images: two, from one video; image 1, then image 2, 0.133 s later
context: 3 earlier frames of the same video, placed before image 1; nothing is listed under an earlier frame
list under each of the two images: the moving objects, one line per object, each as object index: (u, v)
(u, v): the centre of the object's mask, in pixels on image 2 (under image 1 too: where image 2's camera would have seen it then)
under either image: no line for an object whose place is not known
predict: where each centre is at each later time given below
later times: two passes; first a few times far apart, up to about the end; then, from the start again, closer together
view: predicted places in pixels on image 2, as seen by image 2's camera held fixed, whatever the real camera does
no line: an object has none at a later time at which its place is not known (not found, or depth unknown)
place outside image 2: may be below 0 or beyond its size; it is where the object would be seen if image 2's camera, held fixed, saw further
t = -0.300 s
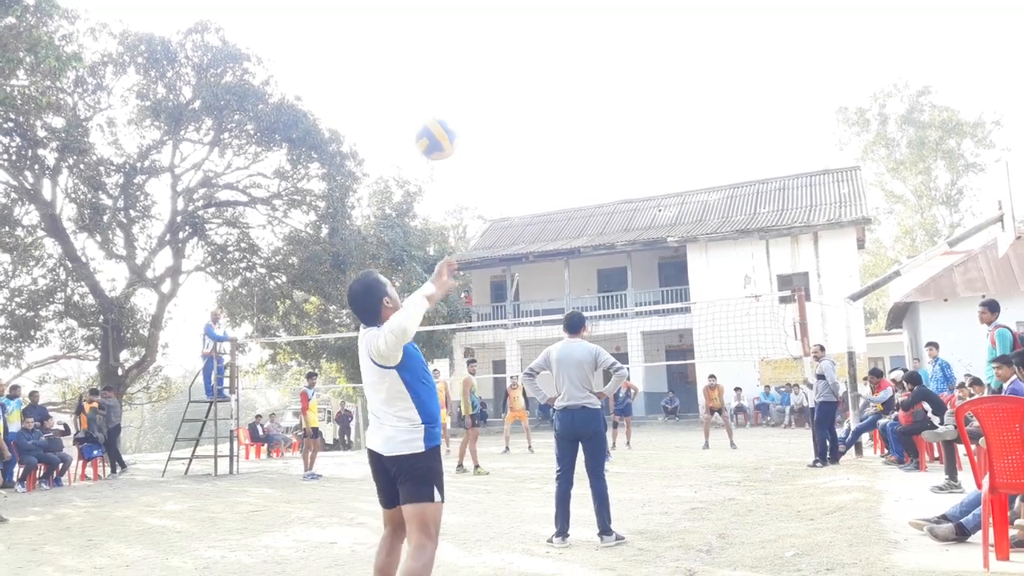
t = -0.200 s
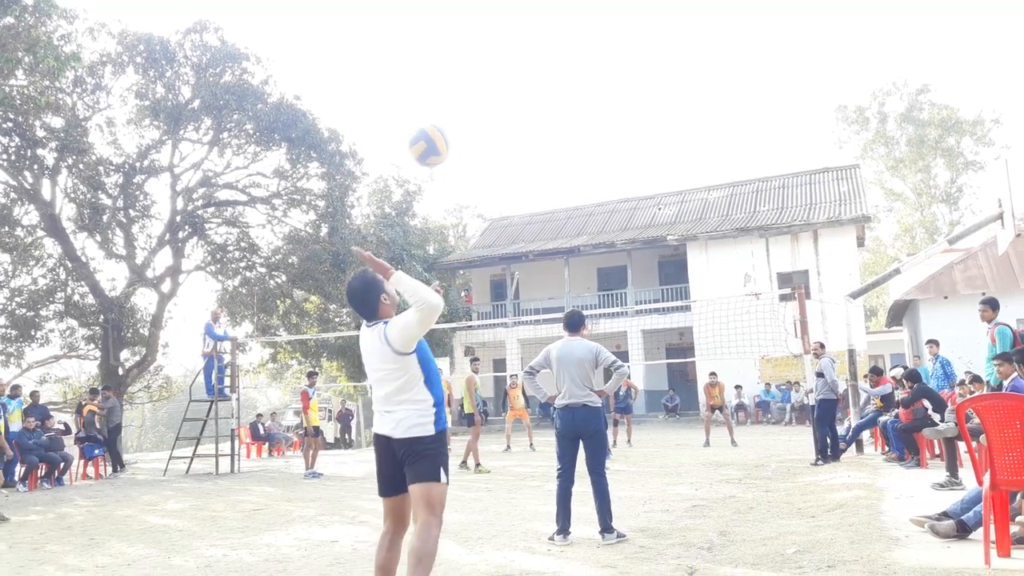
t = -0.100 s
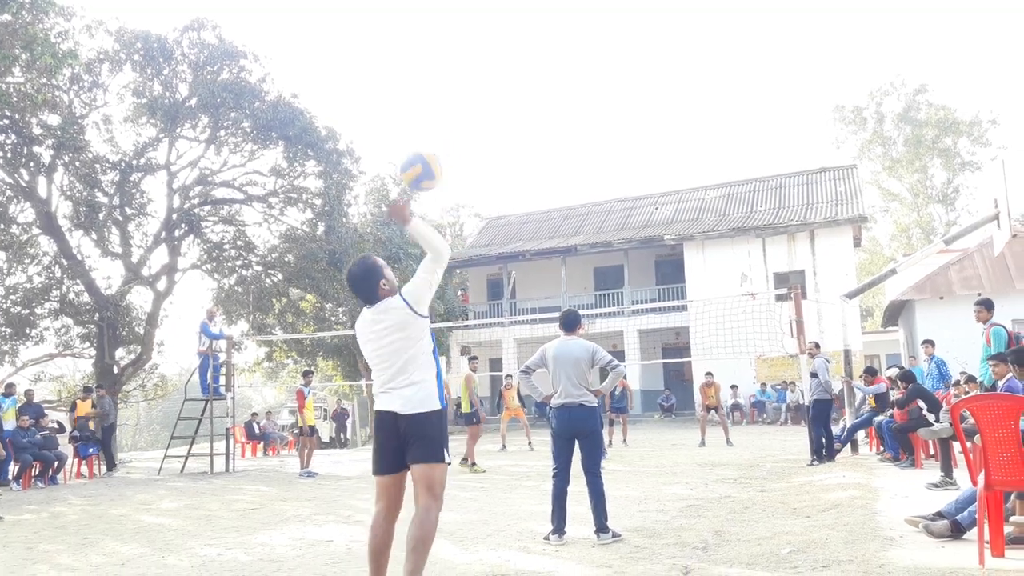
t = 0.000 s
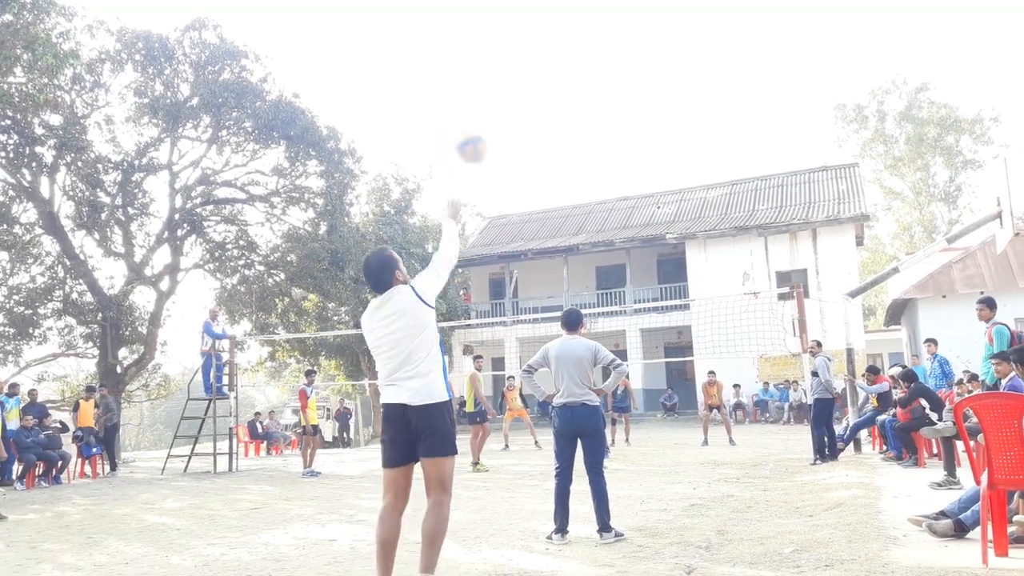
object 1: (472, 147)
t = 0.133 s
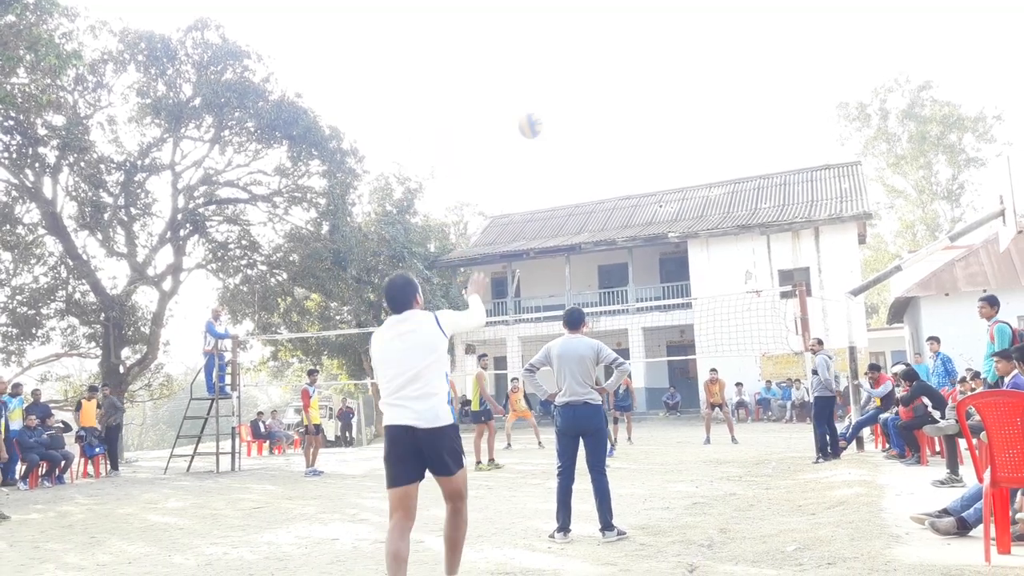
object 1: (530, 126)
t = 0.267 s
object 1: (567, 133)
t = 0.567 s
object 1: (619, 199)
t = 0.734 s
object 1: (639, 249)
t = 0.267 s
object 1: (567, 133)
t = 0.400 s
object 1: (594, 158)
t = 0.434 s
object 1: (599, 165)
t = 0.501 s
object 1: (610, 182)
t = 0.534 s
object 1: (615, 191)
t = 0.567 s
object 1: (619, 199)
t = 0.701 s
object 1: (635, 238)
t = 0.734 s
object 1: (639, 249)
